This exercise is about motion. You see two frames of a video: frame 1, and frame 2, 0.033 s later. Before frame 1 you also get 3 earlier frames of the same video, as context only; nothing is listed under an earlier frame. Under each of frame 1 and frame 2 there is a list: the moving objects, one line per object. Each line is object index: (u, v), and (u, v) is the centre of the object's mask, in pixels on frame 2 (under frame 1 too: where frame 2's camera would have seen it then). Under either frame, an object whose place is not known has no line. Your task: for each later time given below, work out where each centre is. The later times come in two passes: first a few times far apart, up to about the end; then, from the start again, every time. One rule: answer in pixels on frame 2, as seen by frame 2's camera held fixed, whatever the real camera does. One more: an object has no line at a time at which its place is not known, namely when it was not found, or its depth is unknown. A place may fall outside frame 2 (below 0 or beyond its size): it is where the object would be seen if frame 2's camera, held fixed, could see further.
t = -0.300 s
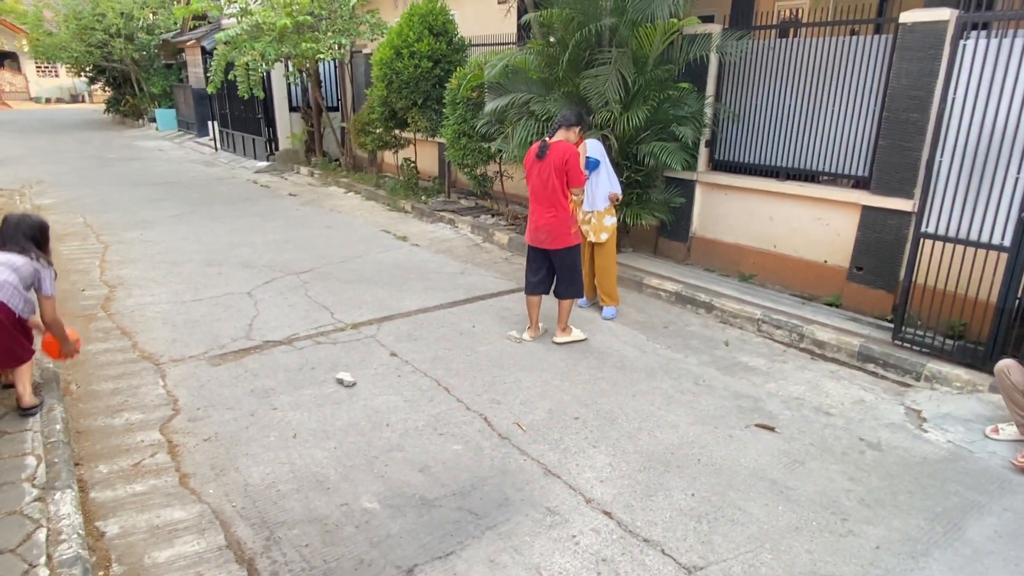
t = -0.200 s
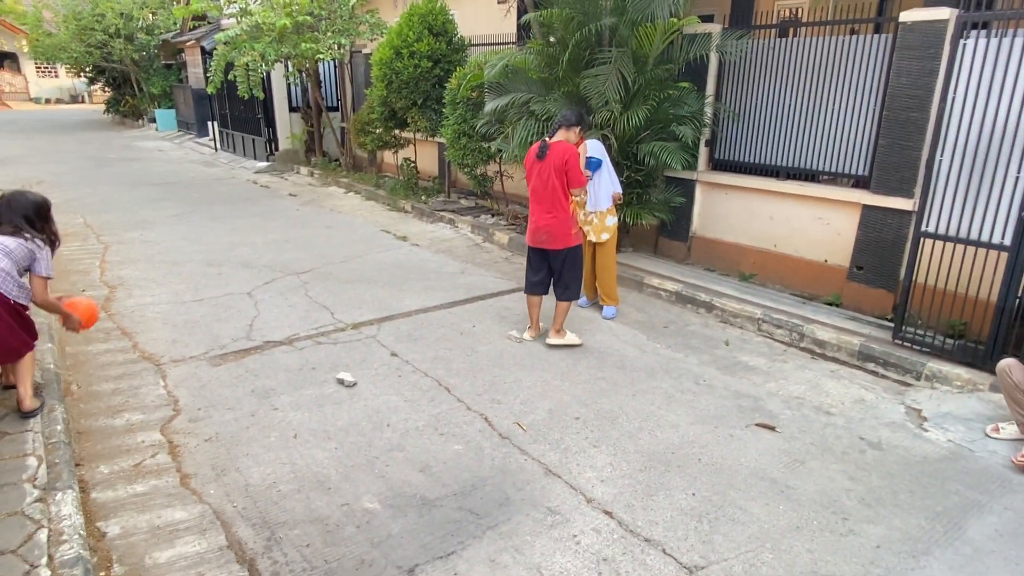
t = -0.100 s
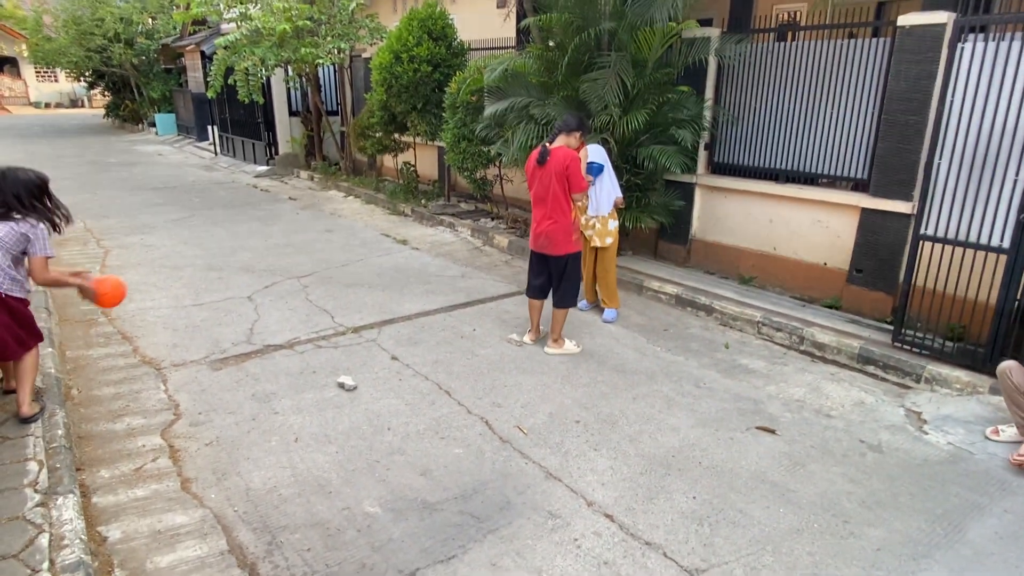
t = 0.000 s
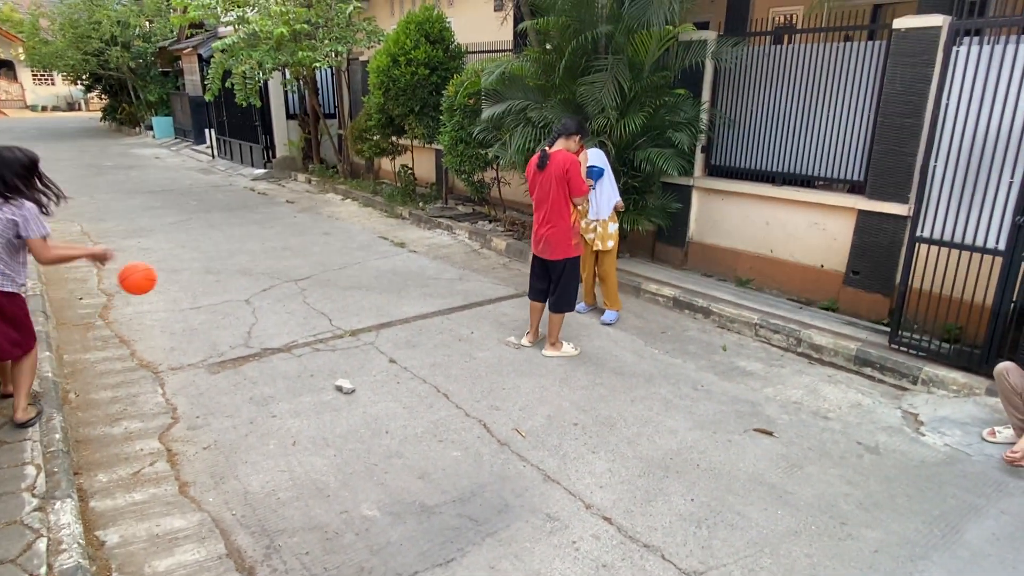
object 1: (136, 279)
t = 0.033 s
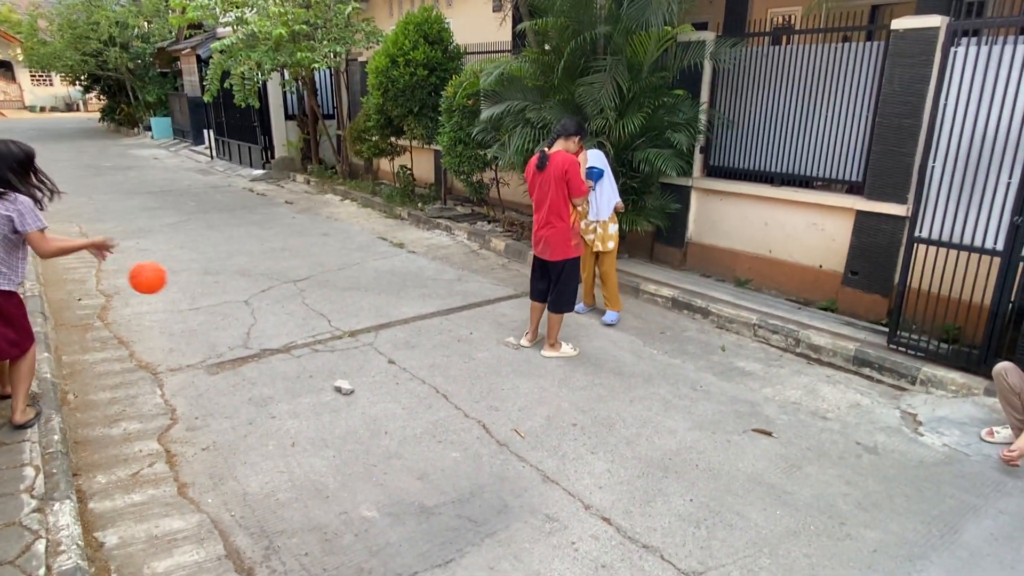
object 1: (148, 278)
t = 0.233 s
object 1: (222, 308)
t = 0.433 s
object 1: (293, 397)
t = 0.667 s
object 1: (319, 303)
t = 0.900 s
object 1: (350, 300)
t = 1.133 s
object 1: (385, 376)
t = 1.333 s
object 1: (388, 312)
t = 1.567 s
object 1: (397, 314)
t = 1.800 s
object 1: (404, 345)
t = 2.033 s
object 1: (398, 312)
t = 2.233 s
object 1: (399, 346)
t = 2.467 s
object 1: (387, 321)
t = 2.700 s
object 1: (376, 339)
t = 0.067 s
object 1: (159, 278)
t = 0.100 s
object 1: (171, 280)
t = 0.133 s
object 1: (184, 284)
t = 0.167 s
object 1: (196, 290)
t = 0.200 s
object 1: (209, 298)
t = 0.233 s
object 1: (222, 308)
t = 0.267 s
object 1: (235, 320)
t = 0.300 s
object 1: (247, 333)
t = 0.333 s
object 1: (259, 348)
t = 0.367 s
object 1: (272, 365)
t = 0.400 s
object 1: (283, 383)
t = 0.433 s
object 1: (293, 397)
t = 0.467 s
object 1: (296, 378)
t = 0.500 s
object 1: (300, 360)
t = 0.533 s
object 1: (304, 346)
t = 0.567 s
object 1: (307, 333)
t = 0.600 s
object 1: (312, 321)
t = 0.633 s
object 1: (315, 311)
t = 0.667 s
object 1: (319, 303)
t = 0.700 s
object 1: (323, 298)
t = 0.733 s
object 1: (327, 293)
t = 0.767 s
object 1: (332, 291)
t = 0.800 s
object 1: (336, 291)
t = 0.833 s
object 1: (341, 292)
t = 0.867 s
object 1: (345, 295)
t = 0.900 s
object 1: (350, 300)
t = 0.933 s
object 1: (356, 307)
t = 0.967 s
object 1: (361, 316)
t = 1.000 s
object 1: (365, 326)
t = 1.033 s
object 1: (371, 337)
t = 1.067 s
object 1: (376, 351)
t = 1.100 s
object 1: (381, 367)
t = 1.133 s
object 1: (385, 376)
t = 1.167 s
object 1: (386, 361)
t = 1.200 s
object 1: (386, 347)
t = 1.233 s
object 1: (386, 336)
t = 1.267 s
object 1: (387, 326)
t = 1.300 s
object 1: (388, 318)
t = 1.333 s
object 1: (388, 312)
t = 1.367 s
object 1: (389, 307)
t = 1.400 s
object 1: (390, 304)
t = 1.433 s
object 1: (392, 302)
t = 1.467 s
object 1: (393, 303)
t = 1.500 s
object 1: (394, 305)
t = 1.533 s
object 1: (395, 309)
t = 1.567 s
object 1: (397, 314)
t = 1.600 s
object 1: (399, 321)
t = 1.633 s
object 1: (400, 330)
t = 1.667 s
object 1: (402, 340)
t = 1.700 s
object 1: (404, 352)
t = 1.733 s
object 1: (405, 365)
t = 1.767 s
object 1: (405, 357)
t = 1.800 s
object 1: (404, 345)
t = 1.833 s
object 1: (403, 336)
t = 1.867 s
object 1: (402, 328)
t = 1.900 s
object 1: (401, 321)
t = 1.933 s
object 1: (400, 316)
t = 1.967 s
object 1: (400, 313)
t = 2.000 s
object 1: (399, 311)
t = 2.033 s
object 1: (398, 312)
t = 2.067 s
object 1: (398, 313)
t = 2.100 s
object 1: (398, 316)
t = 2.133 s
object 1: (398, 321)
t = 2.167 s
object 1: (398, 328)
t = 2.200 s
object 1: (398, 336)
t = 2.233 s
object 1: (399, 346)
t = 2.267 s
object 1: (399, 357)
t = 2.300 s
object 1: (398, 357)
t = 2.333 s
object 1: (396, 347)
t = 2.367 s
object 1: (393, 337)
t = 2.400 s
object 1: (391, 330)
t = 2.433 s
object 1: (389, 325)
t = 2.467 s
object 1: (387, 321)
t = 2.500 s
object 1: (385, 318)
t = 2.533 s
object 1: (383, 318)
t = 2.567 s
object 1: (381, 319)
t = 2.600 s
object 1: (380, 321)
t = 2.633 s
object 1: (379, 326)
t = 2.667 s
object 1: (377, 331)
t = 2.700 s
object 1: (376, 339)
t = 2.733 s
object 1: (376, 348)
